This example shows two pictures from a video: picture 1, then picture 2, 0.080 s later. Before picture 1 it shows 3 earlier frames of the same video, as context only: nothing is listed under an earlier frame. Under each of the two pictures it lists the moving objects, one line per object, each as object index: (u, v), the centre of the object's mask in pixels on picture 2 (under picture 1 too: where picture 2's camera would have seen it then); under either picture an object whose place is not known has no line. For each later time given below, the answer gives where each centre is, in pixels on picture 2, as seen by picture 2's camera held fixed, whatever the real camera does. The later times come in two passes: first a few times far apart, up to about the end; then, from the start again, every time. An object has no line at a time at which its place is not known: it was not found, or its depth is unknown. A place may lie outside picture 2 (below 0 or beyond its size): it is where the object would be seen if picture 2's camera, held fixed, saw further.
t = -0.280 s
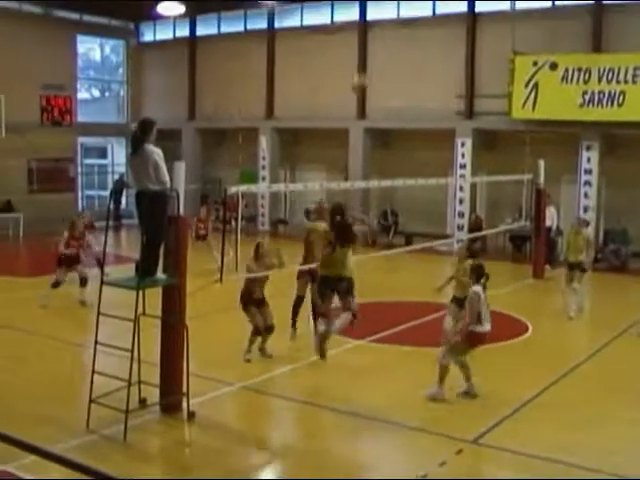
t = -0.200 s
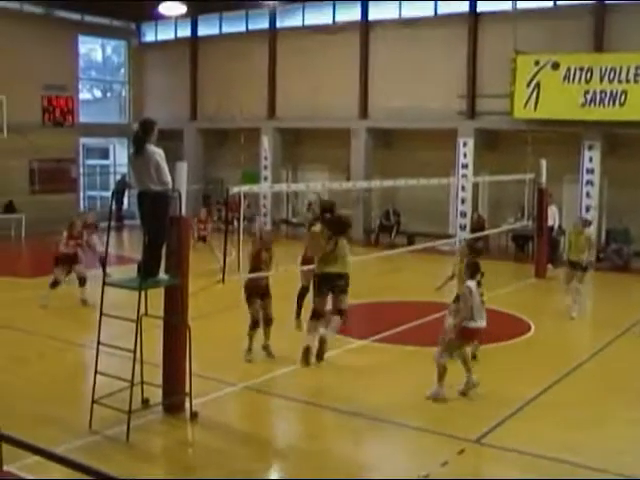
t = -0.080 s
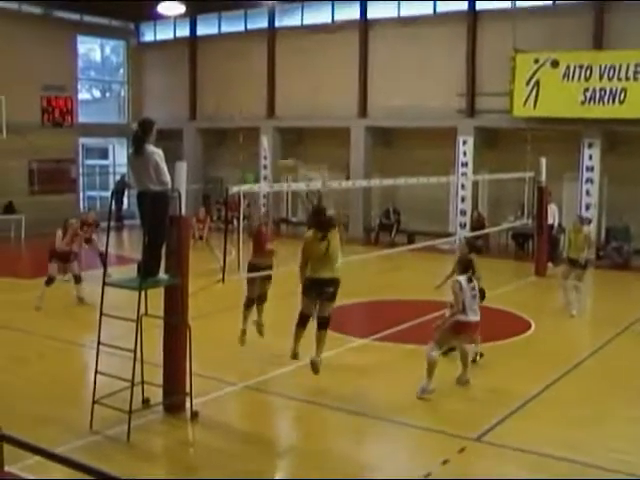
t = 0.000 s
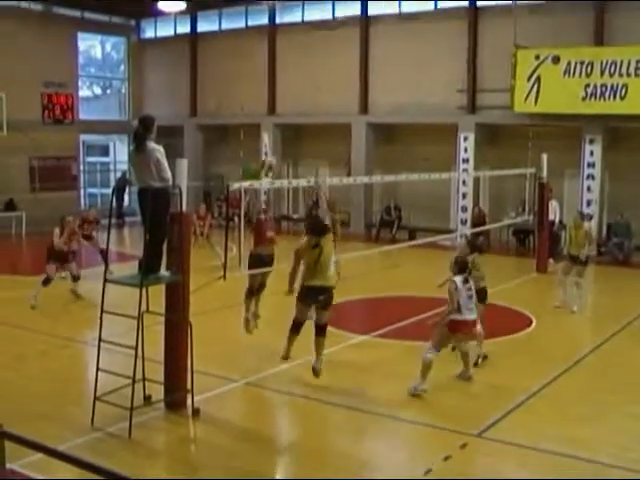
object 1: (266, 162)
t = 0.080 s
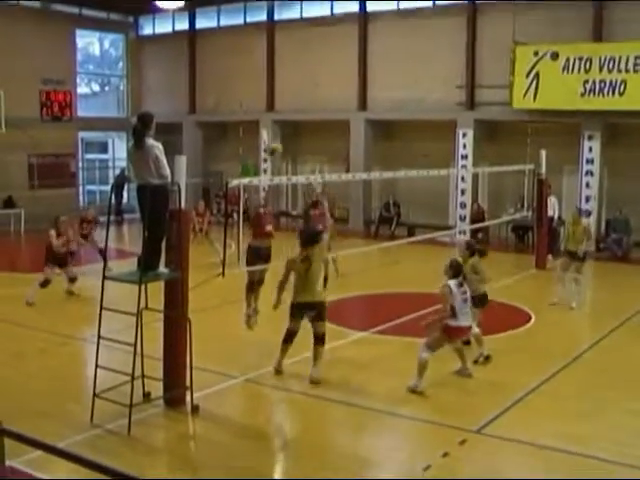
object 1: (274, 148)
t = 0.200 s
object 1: (284, 137)
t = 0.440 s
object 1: (302, 155)
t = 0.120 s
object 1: (278, 144)
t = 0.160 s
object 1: (280, 139)
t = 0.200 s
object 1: (284, 137)
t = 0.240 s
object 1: (286, 136)
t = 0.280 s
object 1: (289, 138)
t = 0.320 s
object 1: (292, 141)
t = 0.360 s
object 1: (295, 142)
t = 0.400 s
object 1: (299, 146)
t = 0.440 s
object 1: (302, 155)
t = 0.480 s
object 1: (305, 163)
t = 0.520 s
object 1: (307, 172)
